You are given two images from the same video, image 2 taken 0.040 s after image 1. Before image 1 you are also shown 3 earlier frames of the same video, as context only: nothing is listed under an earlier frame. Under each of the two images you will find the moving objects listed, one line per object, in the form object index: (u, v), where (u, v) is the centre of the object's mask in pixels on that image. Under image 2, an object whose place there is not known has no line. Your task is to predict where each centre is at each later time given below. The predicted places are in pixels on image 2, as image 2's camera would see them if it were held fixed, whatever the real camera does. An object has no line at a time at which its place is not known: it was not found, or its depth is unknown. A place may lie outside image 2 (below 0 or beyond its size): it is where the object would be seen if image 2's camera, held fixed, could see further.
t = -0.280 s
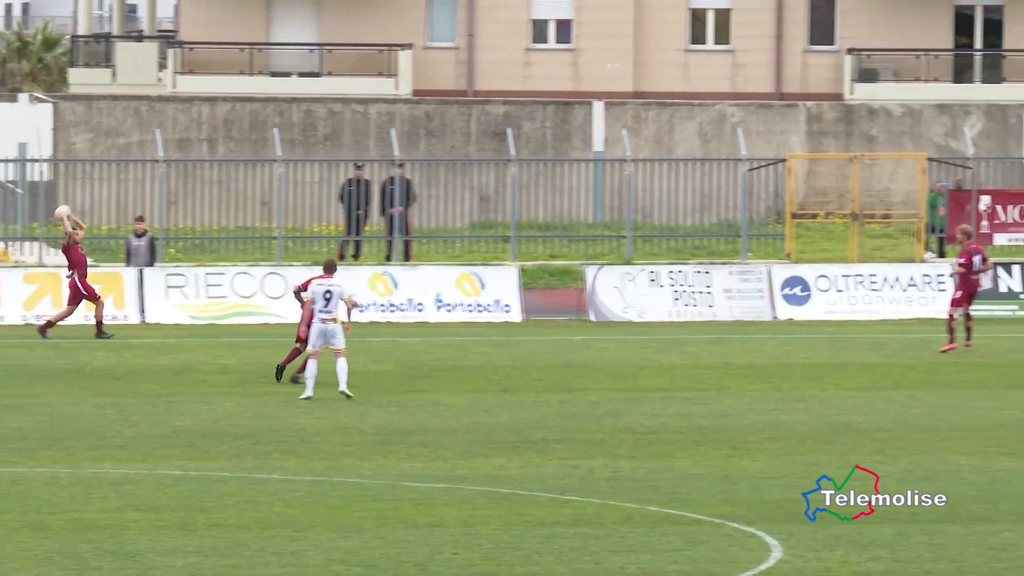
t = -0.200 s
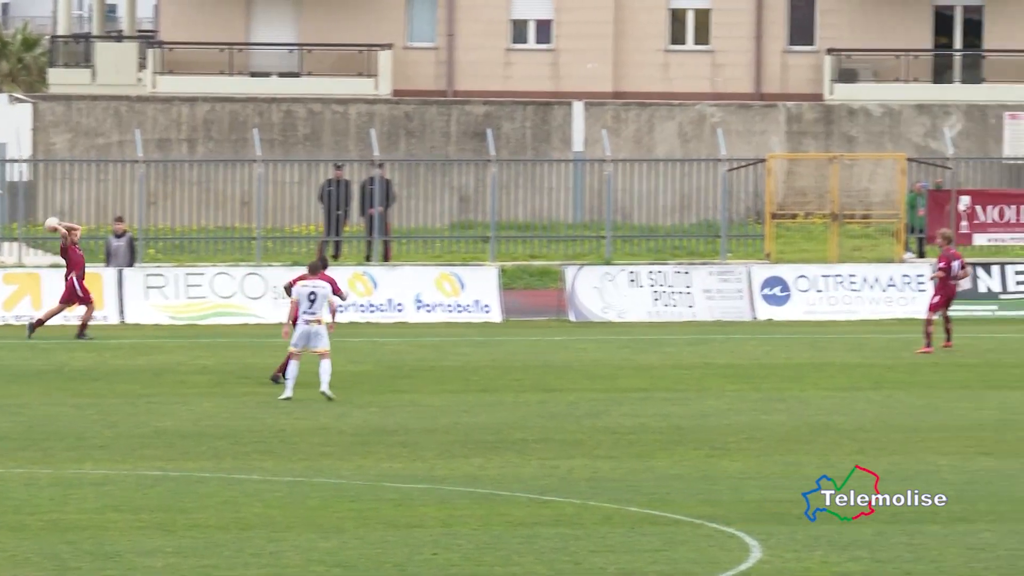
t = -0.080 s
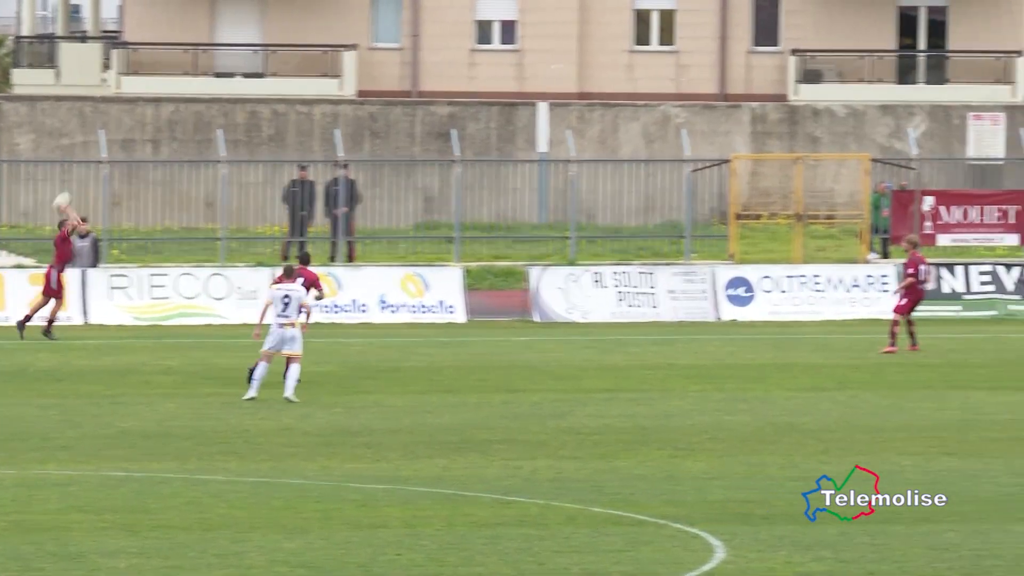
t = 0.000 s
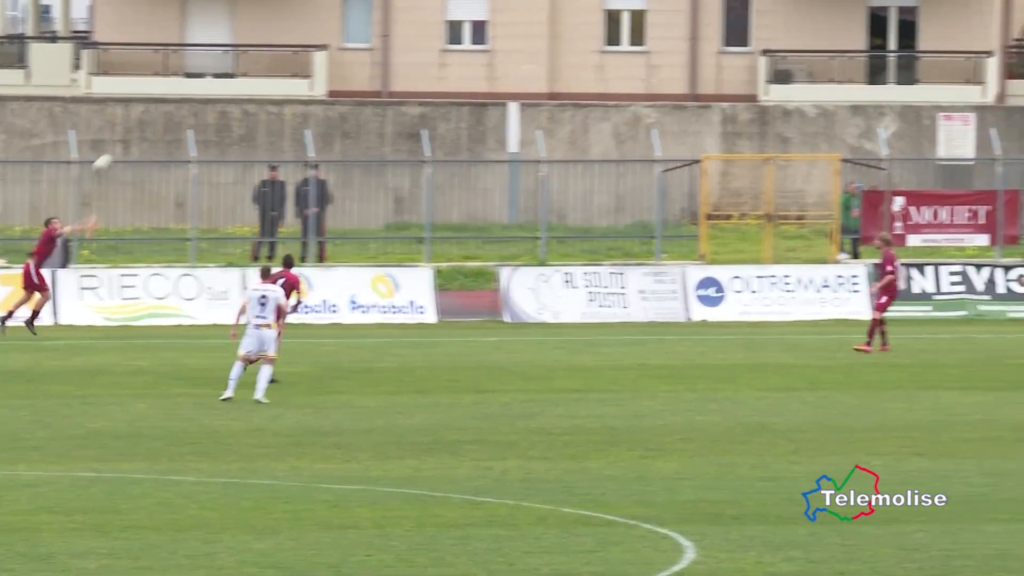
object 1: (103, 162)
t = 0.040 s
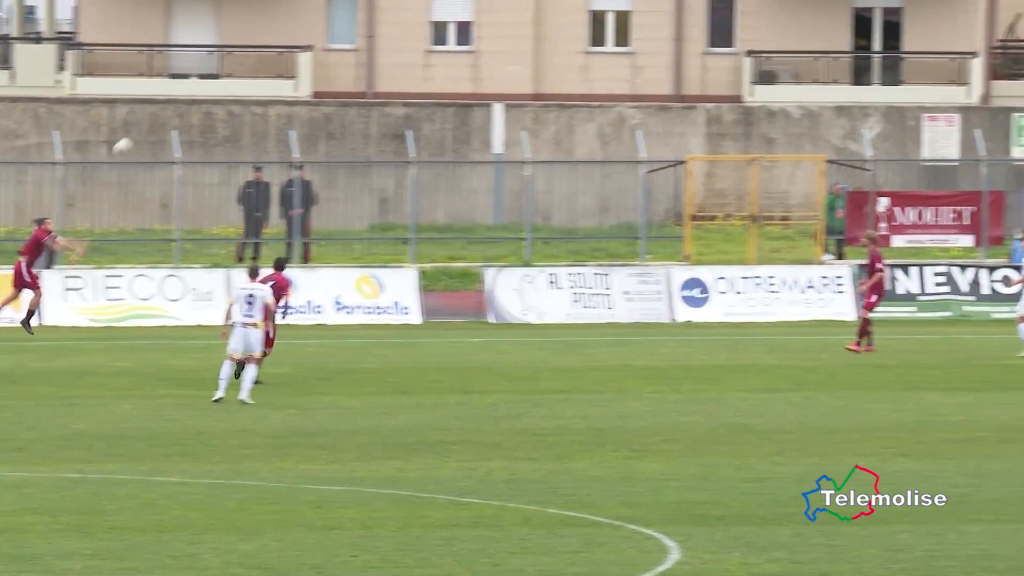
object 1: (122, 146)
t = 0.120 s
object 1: (194, 114)
